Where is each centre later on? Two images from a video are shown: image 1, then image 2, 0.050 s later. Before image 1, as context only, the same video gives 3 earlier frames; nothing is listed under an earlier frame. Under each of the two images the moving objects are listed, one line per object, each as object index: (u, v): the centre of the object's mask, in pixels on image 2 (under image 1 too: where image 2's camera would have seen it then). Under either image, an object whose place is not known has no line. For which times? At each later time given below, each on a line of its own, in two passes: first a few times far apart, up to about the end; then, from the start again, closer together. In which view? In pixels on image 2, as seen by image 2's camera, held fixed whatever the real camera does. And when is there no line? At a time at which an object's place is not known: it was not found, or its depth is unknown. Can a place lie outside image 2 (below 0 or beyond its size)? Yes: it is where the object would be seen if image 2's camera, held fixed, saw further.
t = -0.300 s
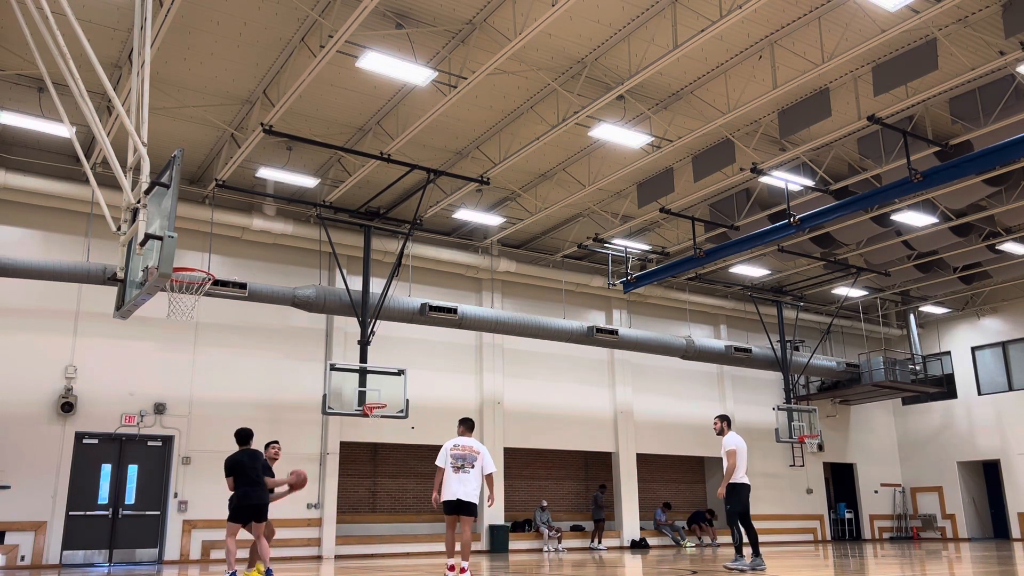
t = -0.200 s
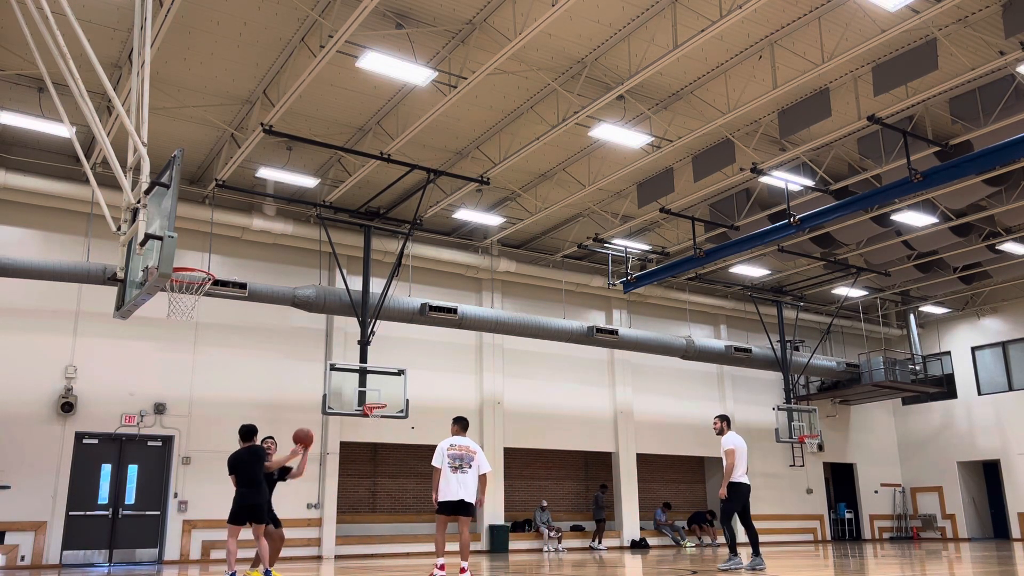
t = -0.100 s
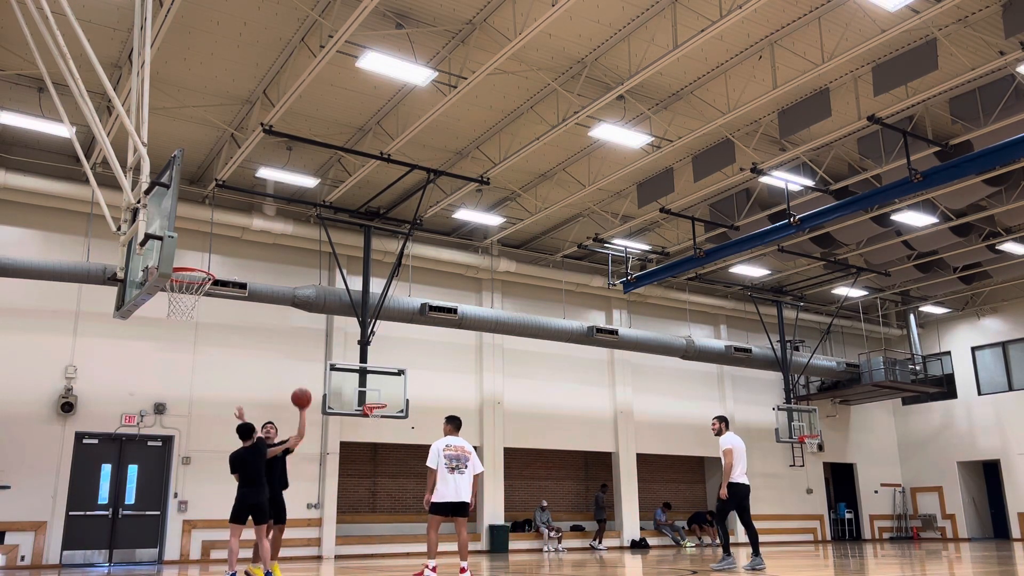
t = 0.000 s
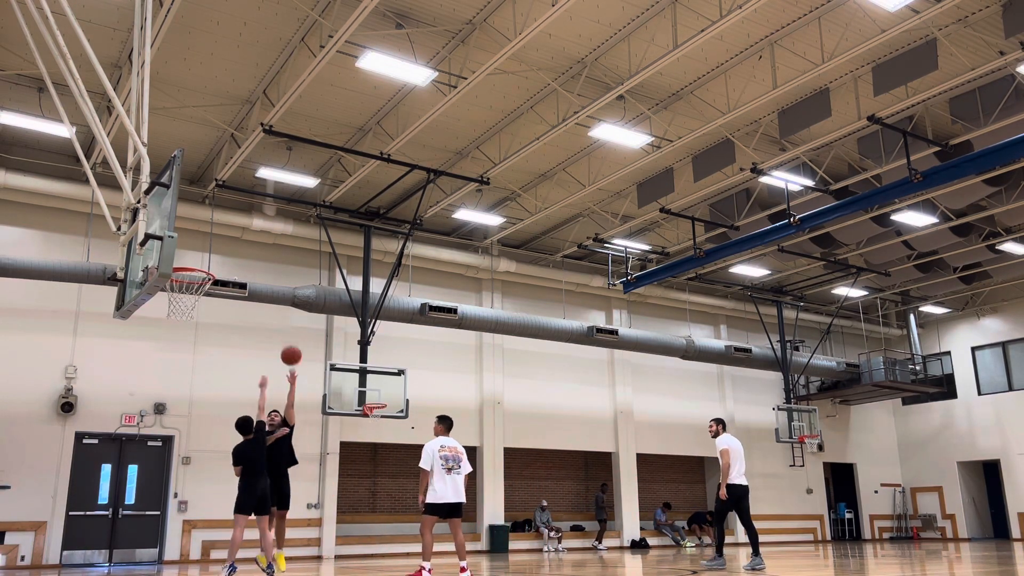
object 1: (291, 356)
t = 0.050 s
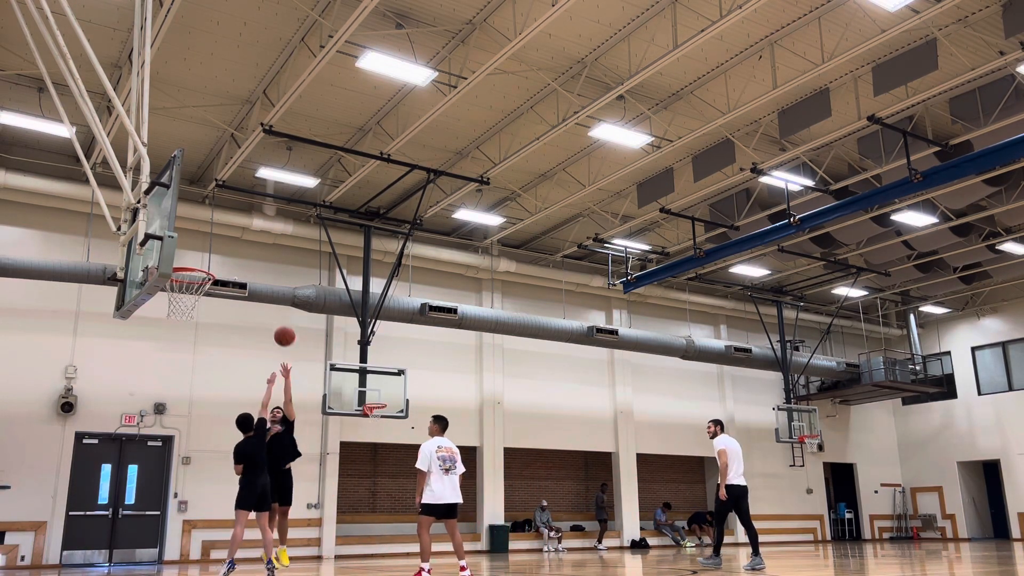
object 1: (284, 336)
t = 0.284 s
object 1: (251, 270)
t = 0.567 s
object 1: (200, 245)
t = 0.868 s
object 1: (183, 228)
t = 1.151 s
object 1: (195, 226)
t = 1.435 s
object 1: (212, 249)
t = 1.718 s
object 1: (236, 273)
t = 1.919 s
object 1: (251, 344)
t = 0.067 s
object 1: (282, 330)
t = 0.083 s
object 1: (280, 324)
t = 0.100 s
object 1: (277, 319)
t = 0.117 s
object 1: (275, 314)
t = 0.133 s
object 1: (273, 308)
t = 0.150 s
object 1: (271, 303)
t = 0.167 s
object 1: (268, 299)
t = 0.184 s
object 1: (266, 293)
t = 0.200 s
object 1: (264, 289)
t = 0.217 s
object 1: (261, 285)
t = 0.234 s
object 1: (259, 281)
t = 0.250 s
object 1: (256, 277)
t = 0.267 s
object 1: (253, 274)
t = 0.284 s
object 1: (251, 270)
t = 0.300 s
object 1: (248, 267)
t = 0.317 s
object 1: (245, 264)
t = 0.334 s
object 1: (242, 261)
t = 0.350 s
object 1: (240, 259)
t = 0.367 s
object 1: (237, 257)
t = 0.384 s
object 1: (234, 254)
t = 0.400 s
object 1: (232, 252)
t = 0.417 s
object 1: (229, 250)
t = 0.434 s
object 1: (226, 249)
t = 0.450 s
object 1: (223, 248)
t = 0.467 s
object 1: (220, 247)
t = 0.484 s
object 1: (217, 246)
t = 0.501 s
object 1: (214, 245)
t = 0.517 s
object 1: (210, 245)
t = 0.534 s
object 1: (207, 245)
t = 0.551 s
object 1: (204, 245)
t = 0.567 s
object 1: (200, 245)
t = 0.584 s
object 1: (197, 246)
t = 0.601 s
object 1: (194, 247)
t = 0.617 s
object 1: (191, 248)
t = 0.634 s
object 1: (187, 250)
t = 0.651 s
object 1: (185, 251)
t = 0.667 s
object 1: (183, 253)
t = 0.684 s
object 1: (181, 255)
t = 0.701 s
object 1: (179, 258)
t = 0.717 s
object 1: (178, 260)
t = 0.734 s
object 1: (178, 256)
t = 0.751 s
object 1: (179, 252)
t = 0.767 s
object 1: (180, 249)
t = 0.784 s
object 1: (181, 245)
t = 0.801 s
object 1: (182, 241)
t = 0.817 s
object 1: (182, 236)
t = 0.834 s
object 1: (182, 234)
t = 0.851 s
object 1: (182, 232)
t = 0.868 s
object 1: (183, 228)
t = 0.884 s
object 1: (184, 226)
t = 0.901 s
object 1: (184, 224)
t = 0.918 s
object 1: (185, 223)
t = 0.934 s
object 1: (185, 222)
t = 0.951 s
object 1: (186, 221)
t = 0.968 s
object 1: (187, 219)
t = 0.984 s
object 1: (188, 218)
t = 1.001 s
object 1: (188, 219)
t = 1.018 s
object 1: (189, 218)
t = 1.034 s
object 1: (190, 218)
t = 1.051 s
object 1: (191, 219)
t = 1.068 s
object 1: (191, 219)
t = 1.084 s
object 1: (192, 220)
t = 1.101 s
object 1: (193, 221)
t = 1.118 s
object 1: (194, 223)
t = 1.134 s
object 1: (194, 224)
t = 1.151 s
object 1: (195, 226)
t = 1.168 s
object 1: (195, 229)
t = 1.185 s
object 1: (196, 231)
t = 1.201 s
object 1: (197, 234)
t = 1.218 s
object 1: (198, 236)
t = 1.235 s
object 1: (198, 240)
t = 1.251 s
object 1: (199, 243)
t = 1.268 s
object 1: (200, 247)
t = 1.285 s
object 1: (201, 250)
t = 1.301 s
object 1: (201, 255)
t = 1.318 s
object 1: (202, 259)
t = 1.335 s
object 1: (203, 258)
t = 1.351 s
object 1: (204, 255)
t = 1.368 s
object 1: (206, 253)
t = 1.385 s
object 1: (207, 252)
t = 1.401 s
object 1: (209, 251)
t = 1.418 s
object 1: (211, 250)
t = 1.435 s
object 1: (212, 249)
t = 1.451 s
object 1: (214, 248)
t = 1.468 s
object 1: (215, 247)
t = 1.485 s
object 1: (217, 247)
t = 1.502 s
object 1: (218, 247)
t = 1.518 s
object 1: (220, 247)
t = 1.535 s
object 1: (221, 248)
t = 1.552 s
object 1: (223, 249)
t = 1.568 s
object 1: (224, 250)
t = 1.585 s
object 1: (225, 252)
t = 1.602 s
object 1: (227, 253)
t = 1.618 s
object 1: (228, 255)
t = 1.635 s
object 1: (230, 258)
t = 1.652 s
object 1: (231, 260)
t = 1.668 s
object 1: (233, 263)
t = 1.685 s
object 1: (234, 267)
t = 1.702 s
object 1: (235, 269)
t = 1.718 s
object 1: (236, 273)
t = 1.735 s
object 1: (238, 278)
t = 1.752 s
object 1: (239, 282)
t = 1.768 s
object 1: (241, 287)
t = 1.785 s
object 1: (242, 292)
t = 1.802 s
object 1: (243, 298)
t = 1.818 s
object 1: (244, 303)
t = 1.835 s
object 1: (245, 309)
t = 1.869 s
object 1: (247, 322)
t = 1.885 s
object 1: (249, 329)
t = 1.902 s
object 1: (250, 336)
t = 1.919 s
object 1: (251, 344)
